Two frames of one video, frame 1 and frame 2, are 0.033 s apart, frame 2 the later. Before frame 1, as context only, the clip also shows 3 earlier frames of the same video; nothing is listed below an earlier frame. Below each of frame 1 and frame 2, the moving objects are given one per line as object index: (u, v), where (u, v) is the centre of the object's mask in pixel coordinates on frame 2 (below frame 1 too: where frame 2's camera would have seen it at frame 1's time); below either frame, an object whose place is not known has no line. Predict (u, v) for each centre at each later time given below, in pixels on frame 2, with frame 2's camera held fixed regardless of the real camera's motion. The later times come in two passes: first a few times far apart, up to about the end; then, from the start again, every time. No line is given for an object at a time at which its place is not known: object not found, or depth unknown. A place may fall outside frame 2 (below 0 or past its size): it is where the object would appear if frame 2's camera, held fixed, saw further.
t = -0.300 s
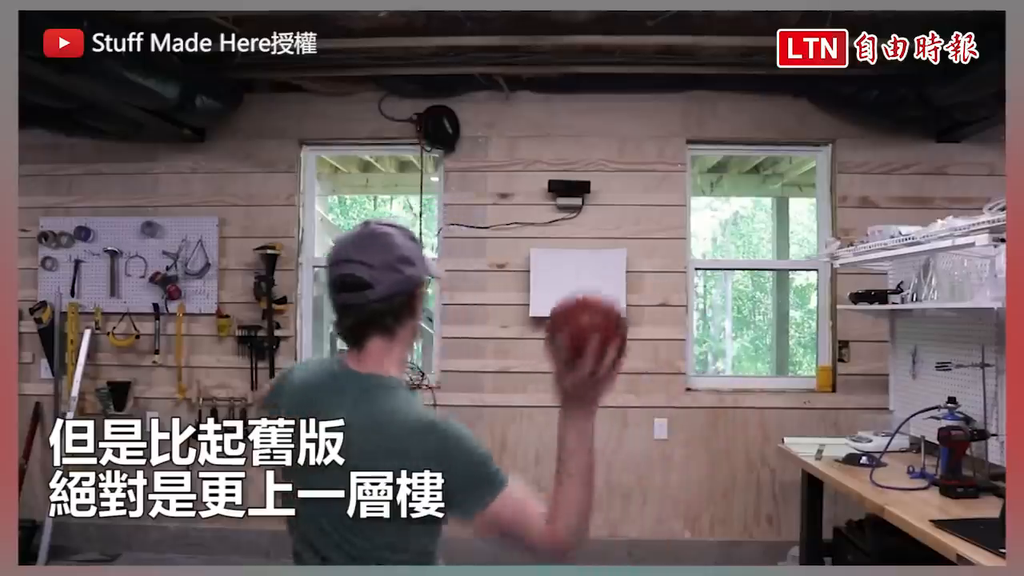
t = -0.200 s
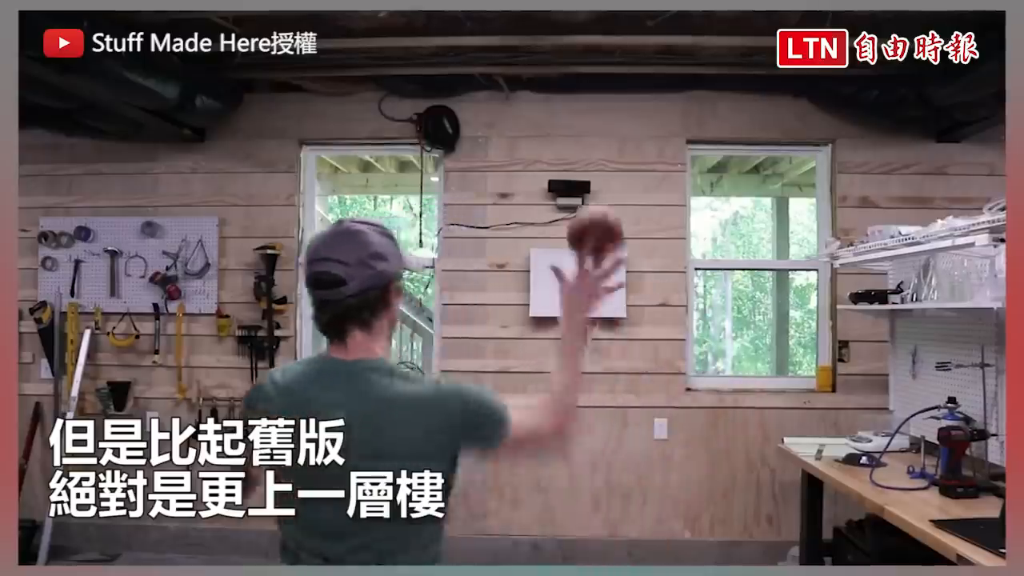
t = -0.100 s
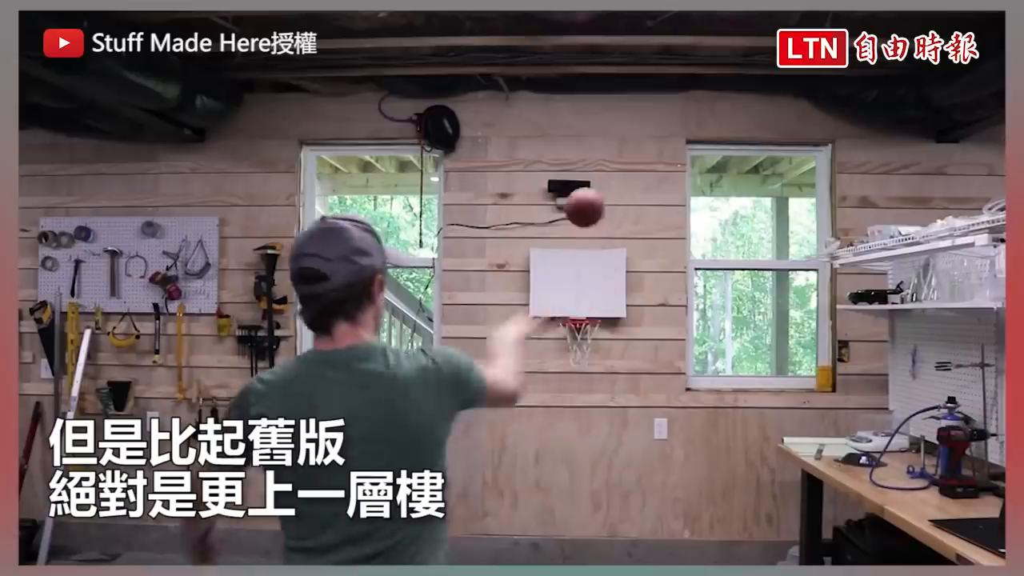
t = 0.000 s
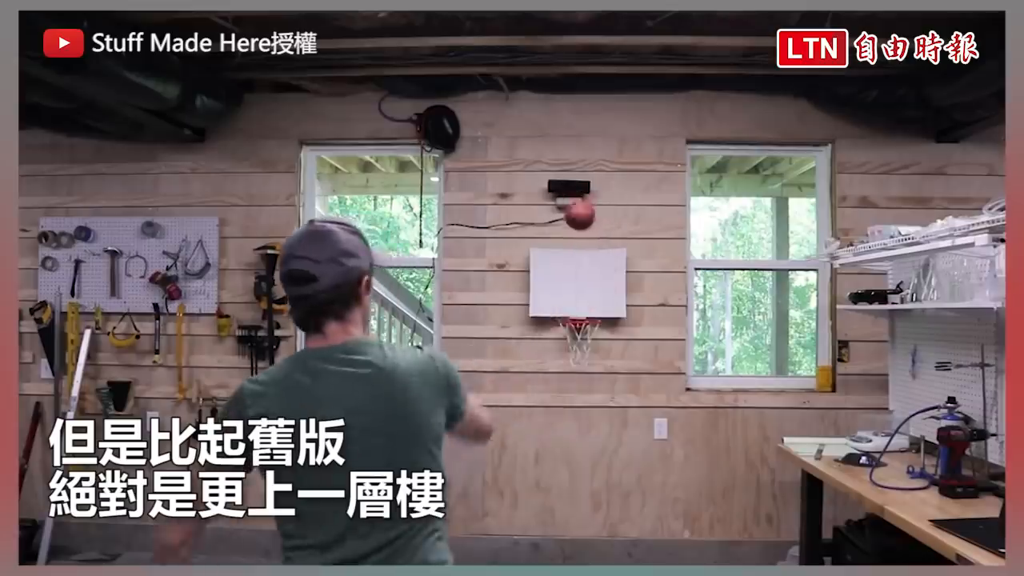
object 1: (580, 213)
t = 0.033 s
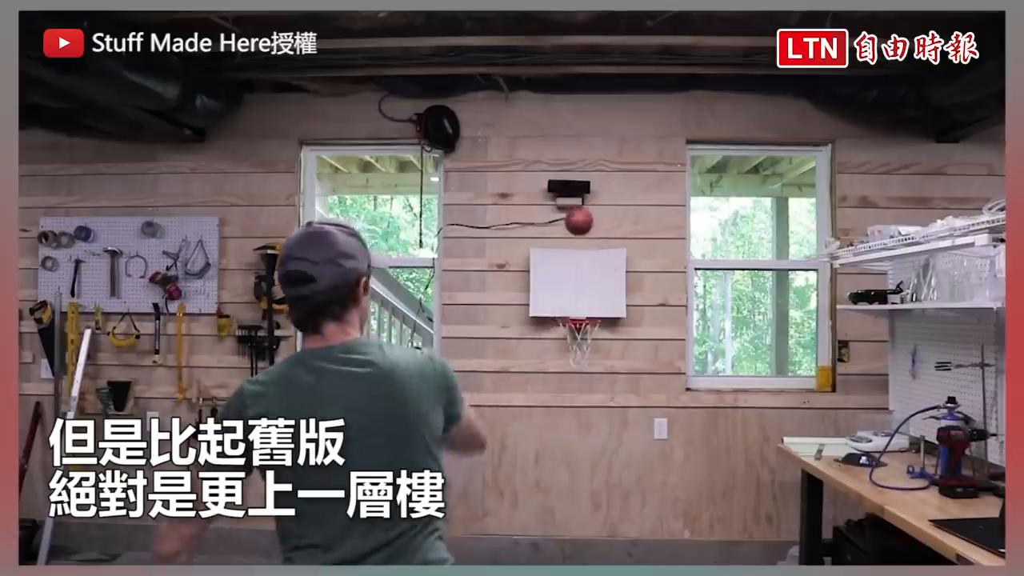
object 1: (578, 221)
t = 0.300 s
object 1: (583, 316)
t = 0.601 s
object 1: (604, 463)
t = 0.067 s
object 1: (578, 228)
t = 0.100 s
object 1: (577, 238)
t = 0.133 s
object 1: (576, 248)
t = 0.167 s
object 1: (575, 259)
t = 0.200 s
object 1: (575, 273)
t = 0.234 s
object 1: (577, 286)
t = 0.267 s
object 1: (580, 301)
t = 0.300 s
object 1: (583, 316)
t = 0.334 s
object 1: (584, 321)
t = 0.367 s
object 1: (586, 328)
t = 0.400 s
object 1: (589, 335)
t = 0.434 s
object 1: (591, 350)
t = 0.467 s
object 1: (593, 363)
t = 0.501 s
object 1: (596, 384)
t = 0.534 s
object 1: (599, 412)
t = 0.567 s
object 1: (601, 435)
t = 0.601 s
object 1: (604, 463)
